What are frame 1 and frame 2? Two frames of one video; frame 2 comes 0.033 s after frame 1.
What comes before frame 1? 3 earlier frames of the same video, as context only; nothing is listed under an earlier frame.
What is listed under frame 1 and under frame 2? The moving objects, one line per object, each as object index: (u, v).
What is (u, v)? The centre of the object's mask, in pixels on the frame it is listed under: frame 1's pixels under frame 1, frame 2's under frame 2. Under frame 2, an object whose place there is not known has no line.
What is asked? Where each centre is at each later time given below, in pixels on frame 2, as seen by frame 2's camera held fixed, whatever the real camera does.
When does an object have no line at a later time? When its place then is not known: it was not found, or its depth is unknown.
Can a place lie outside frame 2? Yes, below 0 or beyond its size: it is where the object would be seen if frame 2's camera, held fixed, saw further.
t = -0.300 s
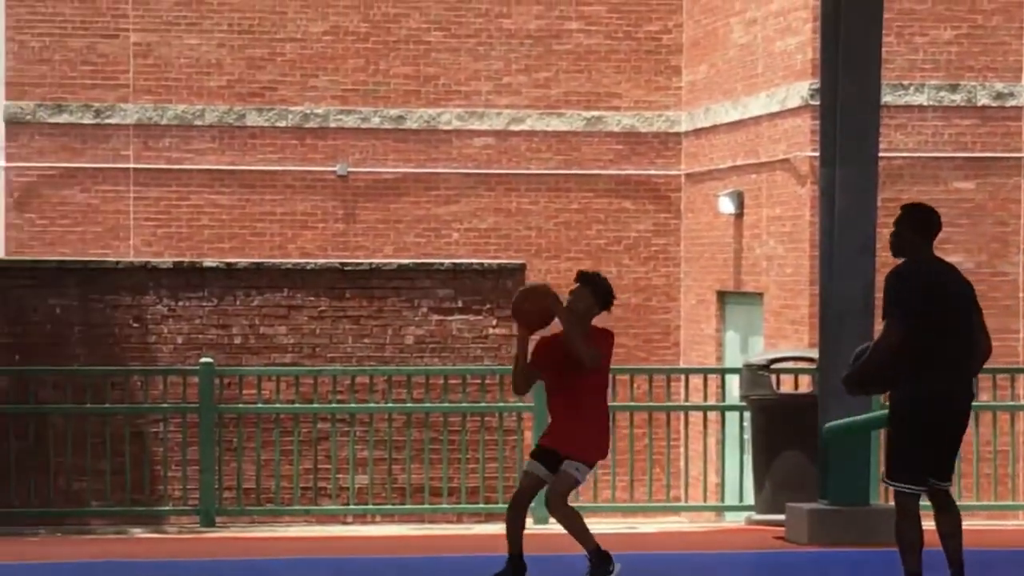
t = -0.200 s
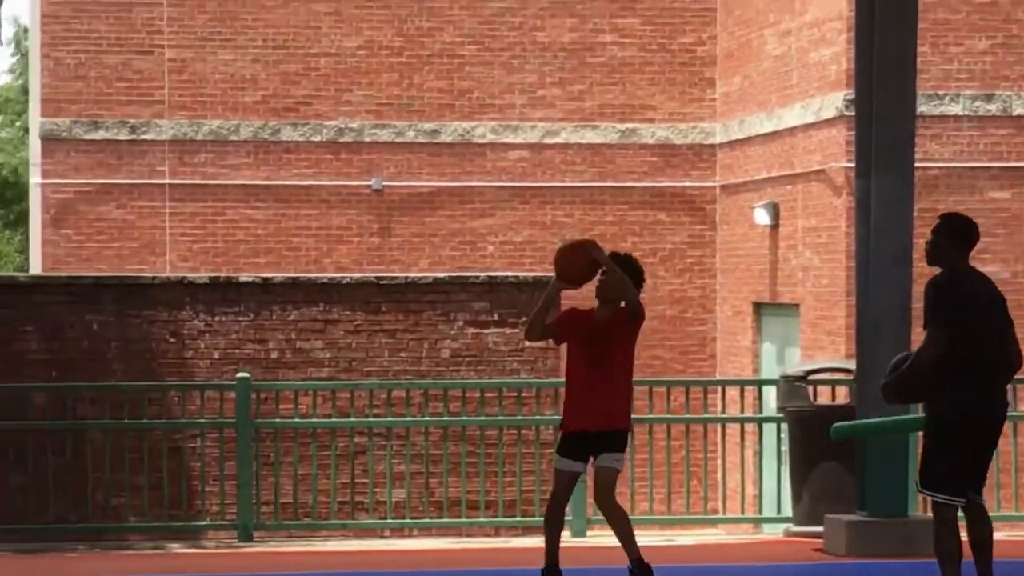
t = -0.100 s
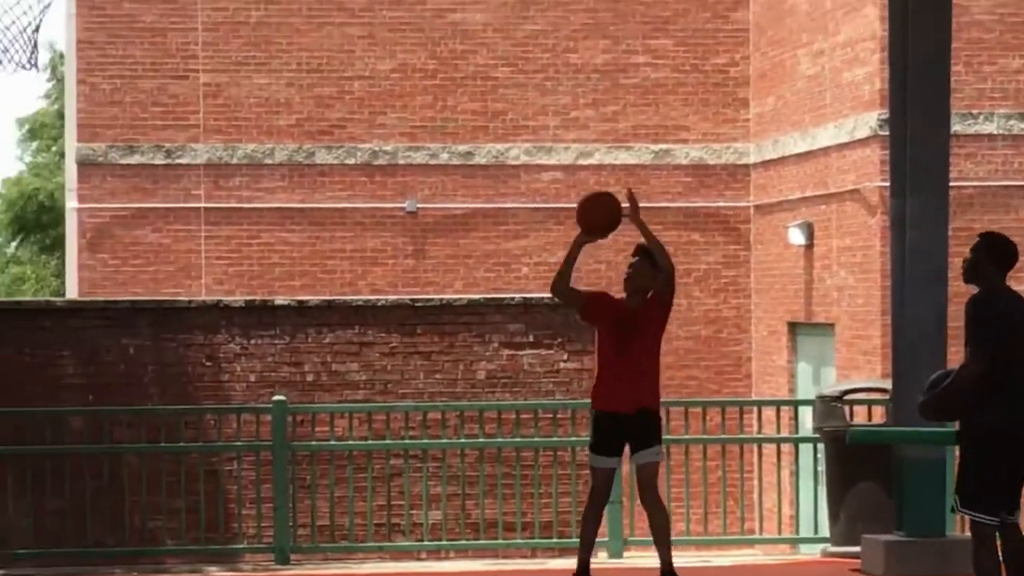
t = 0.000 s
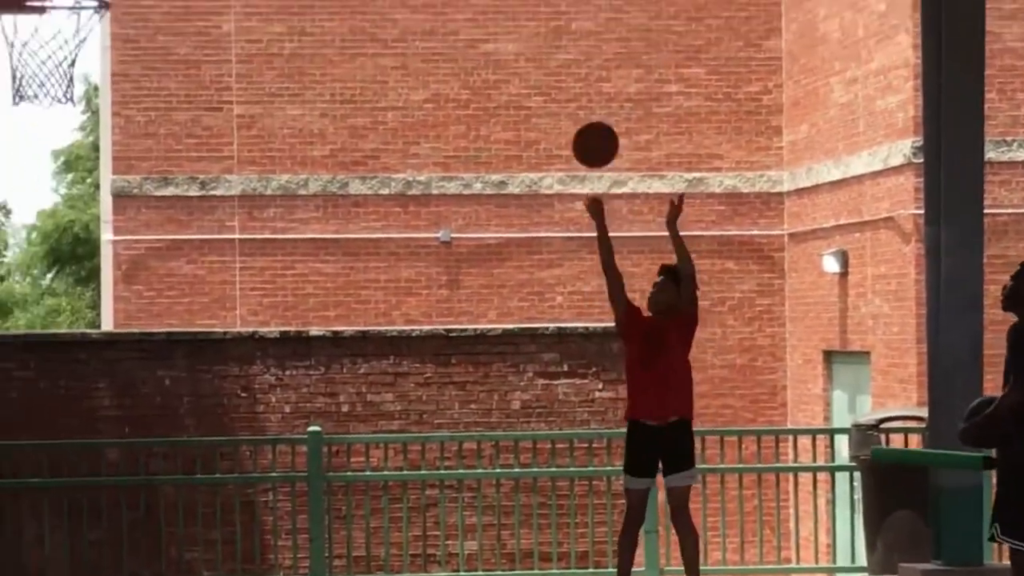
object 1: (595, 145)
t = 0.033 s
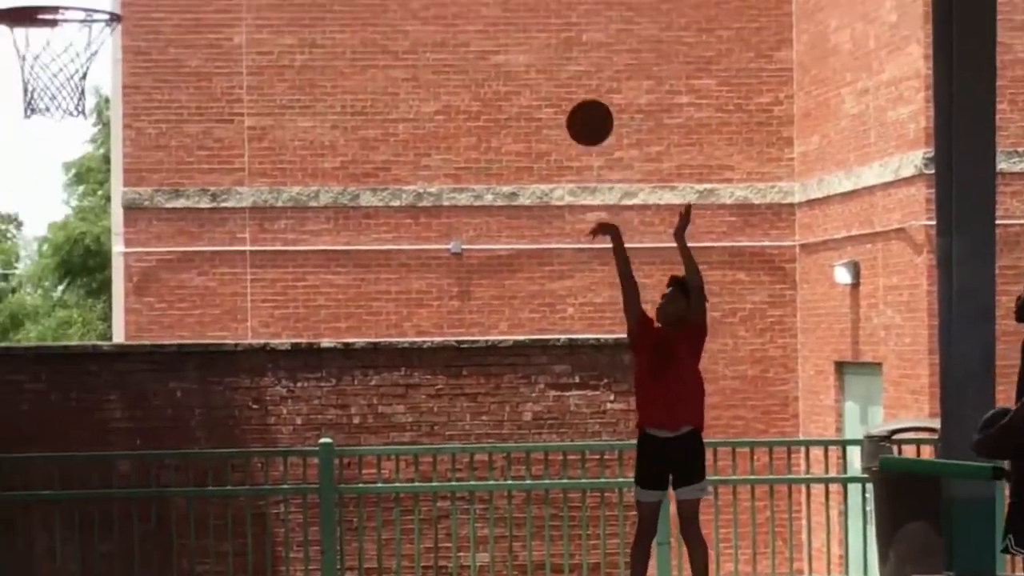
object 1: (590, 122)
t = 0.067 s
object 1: (573, 91)
